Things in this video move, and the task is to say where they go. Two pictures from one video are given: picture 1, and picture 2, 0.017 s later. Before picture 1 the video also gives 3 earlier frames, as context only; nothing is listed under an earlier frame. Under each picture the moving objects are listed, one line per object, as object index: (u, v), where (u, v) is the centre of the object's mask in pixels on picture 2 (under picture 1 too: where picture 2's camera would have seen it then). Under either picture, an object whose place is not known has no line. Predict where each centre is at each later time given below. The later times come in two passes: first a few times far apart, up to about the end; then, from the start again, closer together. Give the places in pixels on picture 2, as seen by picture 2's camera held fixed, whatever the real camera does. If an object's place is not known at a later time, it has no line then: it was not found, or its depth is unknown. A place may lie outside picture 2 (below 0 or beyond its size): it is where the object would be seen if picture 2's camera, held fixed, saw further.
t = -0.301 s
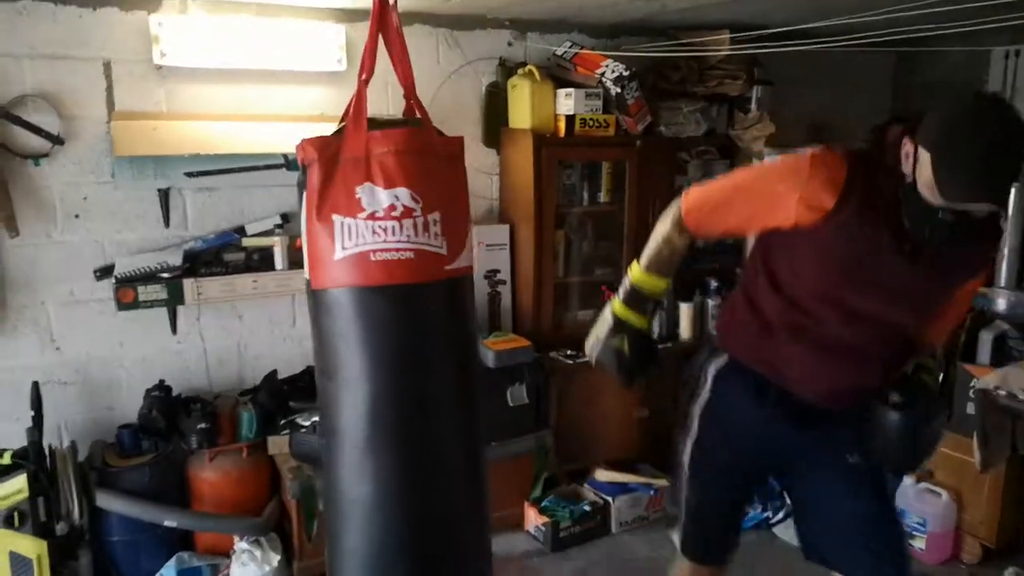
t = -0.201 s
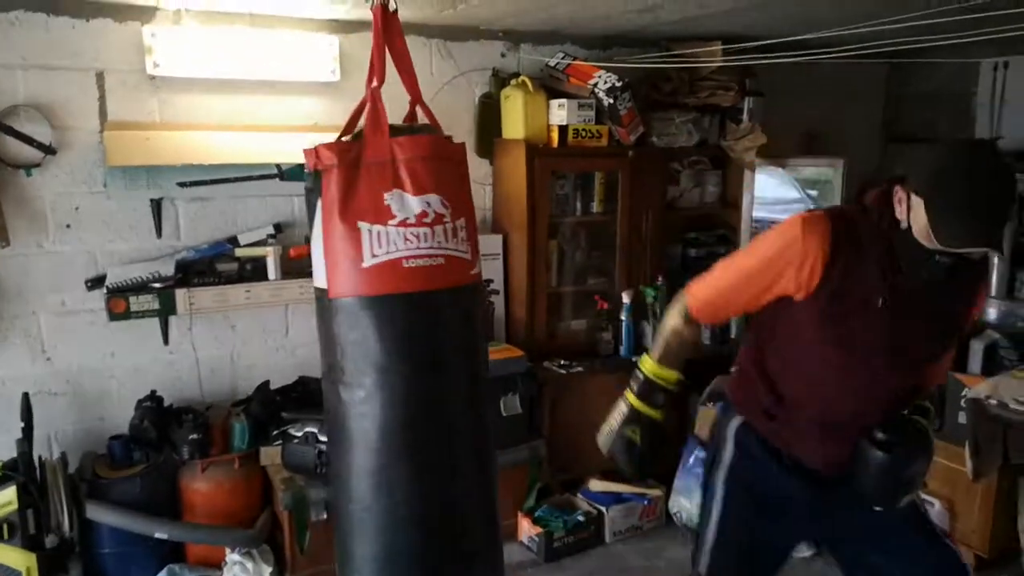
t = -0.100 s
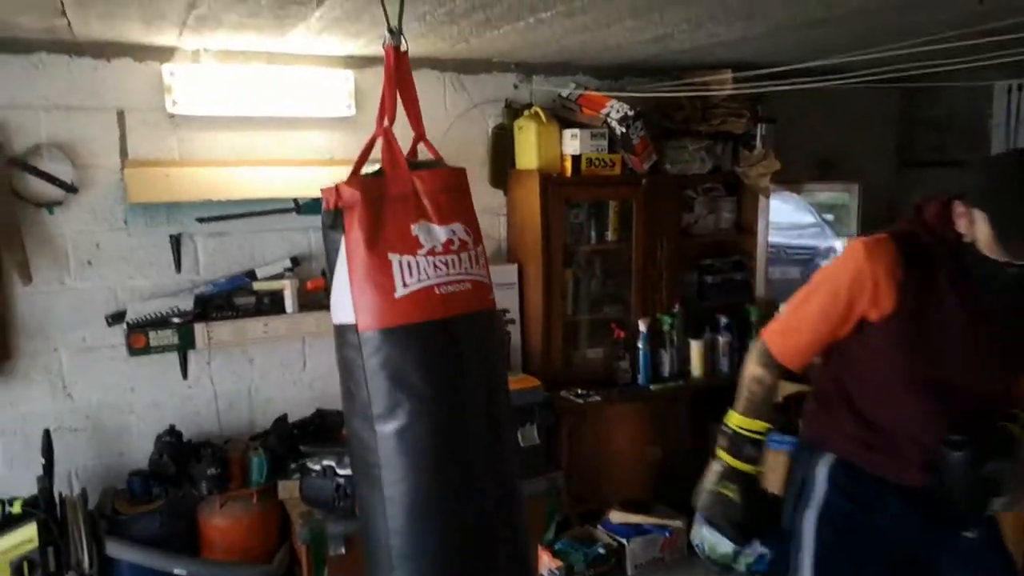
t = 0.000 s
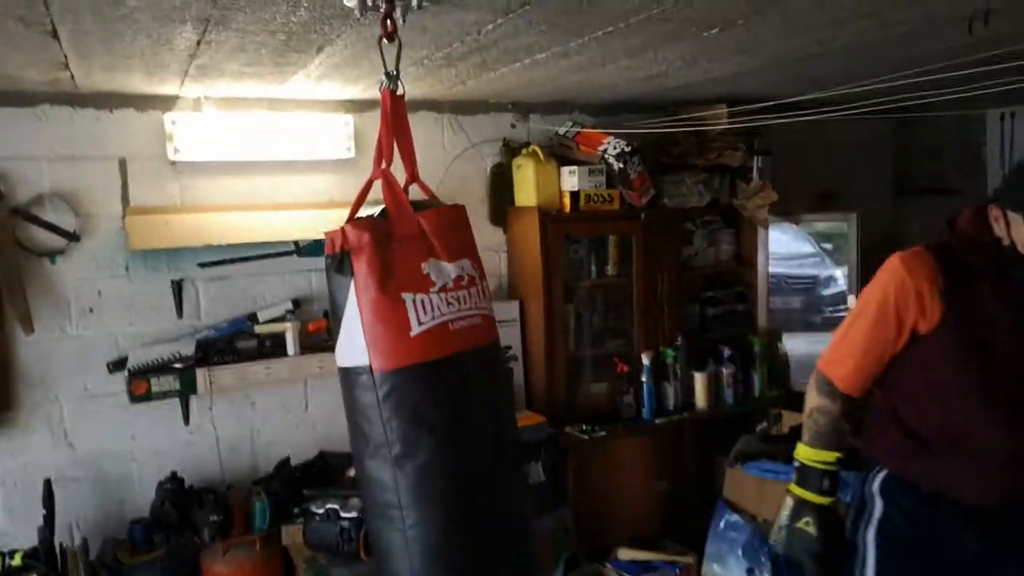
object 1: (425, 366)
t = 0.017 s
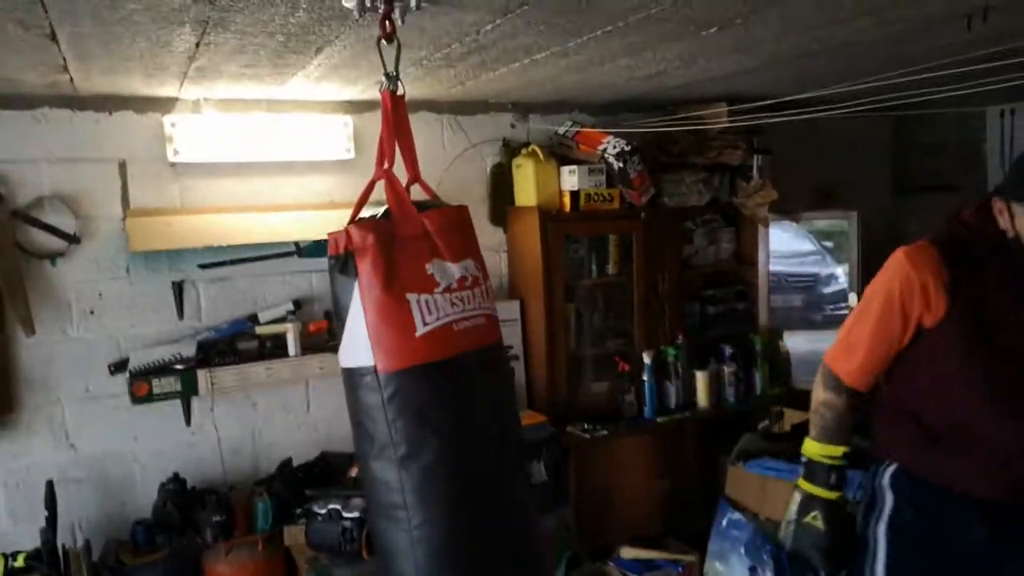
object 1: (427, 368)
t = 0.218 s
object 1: (443, 389)
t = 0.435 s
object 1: (437, 406)
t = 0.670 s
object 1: (413, 409)
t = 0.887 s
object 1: (392, 416)
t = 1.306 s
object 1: (370, 425)
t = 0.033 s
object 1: (432, 370)
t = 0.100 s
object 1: (444, 387)
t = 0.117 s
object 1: (444, 388)
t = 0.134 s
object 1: (443, 389)
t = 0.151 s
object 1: (443, 391)
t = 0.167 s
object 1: (443, 391)
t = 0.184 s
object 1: (443, 390)
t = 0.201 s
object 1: (442, 389)
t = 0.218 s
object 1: (443, 389)
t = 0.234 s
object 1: (443, 390)
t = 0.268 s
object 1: (441, 396)
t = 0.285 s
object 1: (440, 400)
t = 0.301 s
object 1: (440, 404)
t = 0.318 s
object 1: (440, 407)
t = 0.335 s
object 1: (439, 408)
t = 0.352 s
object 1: (438, 407)
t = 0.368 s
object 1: (438, 407)
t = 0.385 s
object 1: (438, 406)
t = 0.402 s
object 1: (438, 406)
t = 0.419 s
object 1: (438, 405)
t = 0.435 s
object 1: (437, 406)
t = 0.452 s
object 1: (437, 407)
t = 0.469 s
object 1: (436, 407)
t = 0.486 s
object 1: (435, 409)
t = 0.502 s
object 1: (433, 410)
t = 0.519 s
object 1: (431, 411)
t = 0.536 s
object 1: (429, 413)
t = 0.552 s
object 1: (427, 414)
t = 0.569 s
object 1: (424, 415)
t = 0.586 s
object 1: (421, 416)
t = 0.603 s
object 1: (418, 415)
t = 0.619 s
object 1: (416, 412)
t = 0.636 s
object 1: (415, 410)
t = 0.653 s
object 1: (414, 409)
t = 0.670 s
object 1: (413, 409)
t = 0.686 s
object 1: (412, 409)
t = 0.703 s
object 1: (410, 410)
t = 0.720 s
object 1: (408, 409)
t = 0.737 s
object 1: (407, 408)
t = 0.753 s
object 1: (406, 408)
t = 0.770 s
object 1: (405, 407)
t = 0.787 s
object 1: (403, 407)
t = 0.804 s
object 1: (402, 408)
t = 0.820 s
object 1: (401, 409)
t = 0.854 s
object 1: (396, 413)
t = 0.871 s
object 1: (394, 415)
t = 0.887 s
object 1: (392, 416)
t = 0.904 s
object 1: (391, 417)
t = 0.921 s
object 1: (388, 420)
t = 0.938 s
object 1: (386, 420)
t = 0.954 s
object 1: (385, 420)
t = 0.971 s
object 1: (383, 421)
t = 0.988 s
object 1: (382, 420)
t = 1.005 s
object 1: (380, 420)
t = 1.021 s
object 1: (380, 420)
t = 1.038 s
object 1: (380, 420)
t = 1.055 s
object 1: (379, 422)
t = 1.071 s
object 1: (378, 422)
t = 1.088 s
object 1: (377, 428)
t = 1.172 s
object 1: (372, 421)
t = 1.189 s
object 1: (371, 429)
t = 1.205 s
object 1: (371, 431)
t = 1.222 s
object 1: (371, 428)
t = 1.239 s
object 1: (371, 429)
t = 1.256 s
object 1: (370, 434)
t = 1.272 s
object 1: (370, 432)
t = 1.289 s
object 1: (370, 430)
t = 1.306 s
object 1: (370, 425)
